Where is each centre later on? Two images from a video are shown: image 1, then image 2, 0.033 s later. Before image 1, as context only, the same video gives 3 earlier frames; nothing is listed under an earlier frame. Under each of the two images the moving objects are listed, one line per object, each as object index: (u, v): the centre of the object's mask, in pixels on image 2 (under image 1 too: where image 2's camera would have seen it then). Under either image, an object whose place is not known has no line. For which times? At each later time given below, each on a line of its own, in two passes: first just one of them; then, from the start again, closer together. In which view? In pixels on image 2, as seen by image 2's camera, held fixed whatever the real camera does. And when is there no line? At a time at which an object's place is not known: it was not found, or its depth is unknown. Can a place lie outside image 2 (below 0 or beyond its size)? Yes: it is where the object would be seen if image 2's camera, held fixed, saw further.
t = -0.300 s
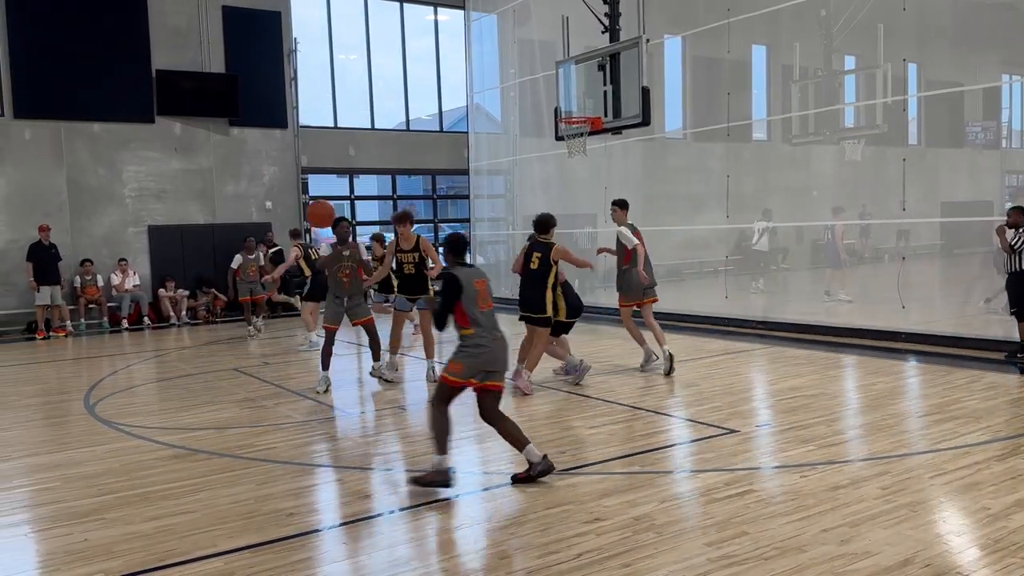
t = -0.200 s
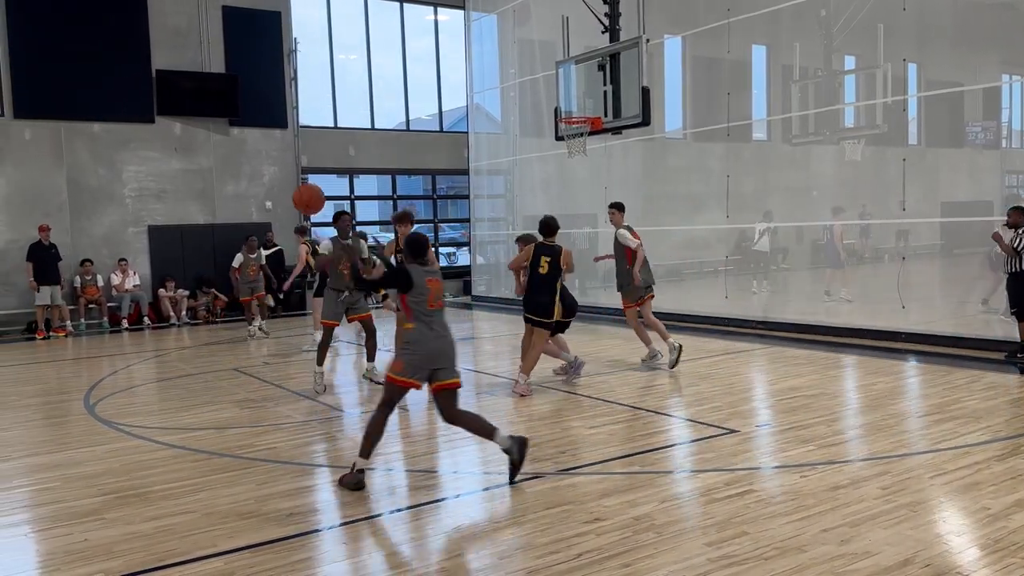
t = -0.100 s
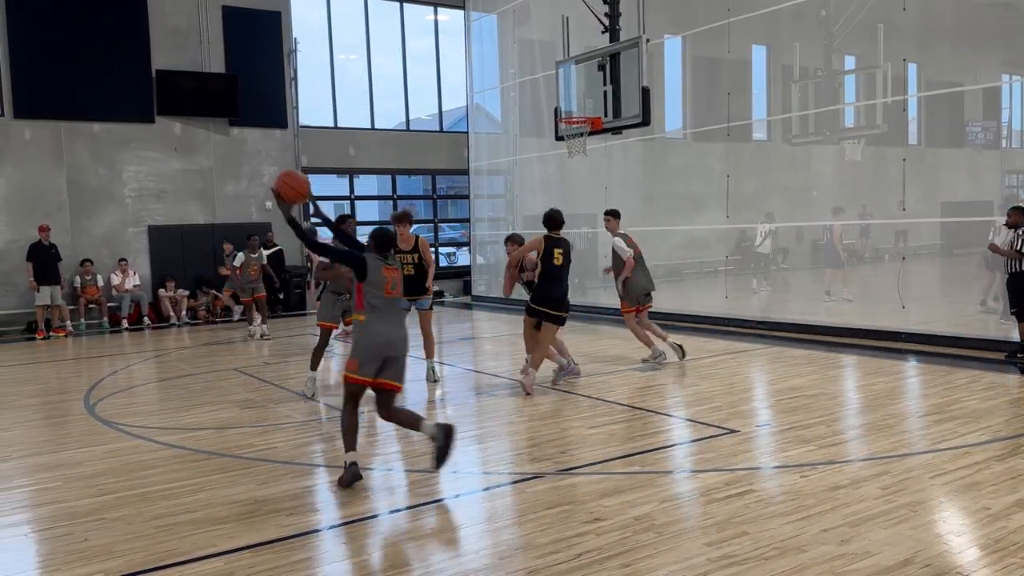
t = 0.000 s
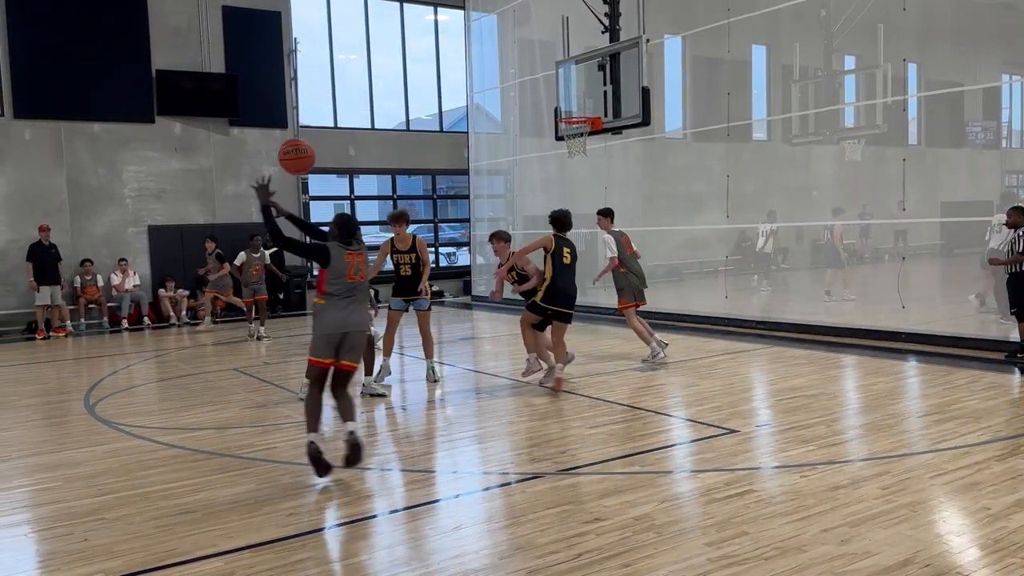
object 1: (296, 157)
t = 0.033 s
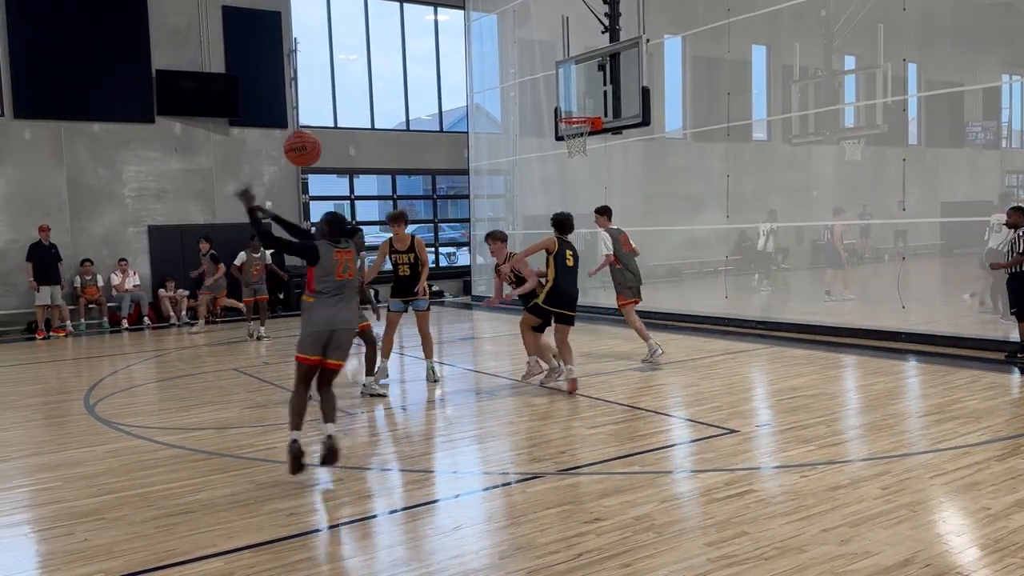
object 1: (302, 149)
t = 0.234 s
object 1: (341, 134)
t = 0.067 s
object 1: (308, 142)
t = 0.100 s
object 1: (314, 137)
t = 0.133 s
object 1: (321, 134)
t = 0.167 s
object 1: (327, 133)
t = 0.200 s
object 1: (334, 133)
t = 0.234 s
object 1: (341, 134)
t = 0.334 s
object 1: (361, 150)
